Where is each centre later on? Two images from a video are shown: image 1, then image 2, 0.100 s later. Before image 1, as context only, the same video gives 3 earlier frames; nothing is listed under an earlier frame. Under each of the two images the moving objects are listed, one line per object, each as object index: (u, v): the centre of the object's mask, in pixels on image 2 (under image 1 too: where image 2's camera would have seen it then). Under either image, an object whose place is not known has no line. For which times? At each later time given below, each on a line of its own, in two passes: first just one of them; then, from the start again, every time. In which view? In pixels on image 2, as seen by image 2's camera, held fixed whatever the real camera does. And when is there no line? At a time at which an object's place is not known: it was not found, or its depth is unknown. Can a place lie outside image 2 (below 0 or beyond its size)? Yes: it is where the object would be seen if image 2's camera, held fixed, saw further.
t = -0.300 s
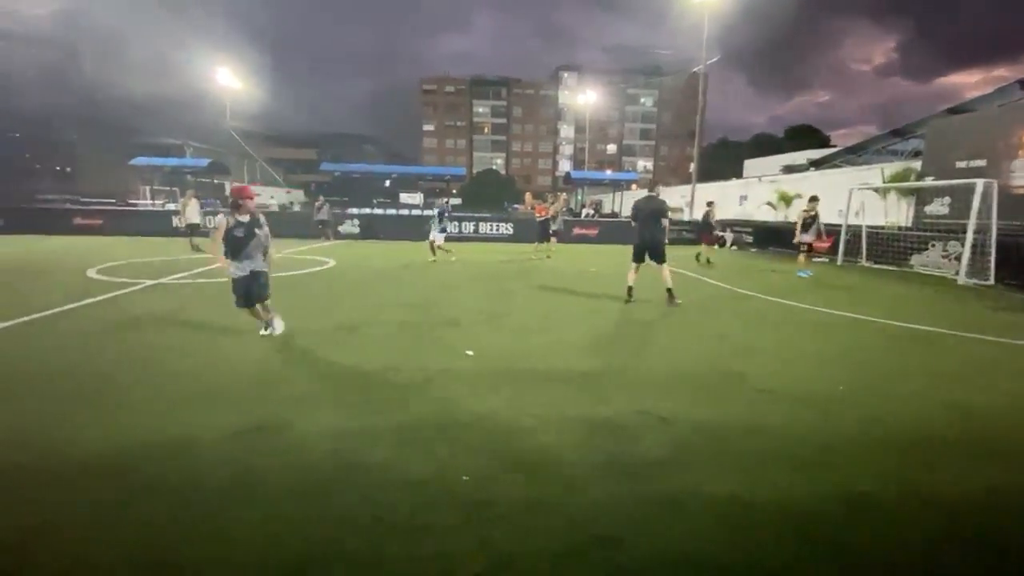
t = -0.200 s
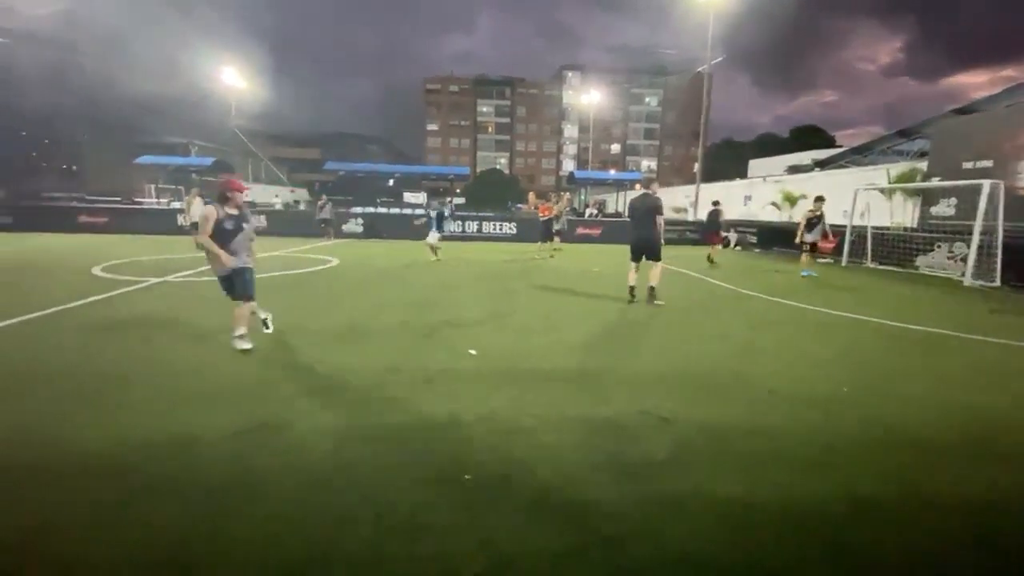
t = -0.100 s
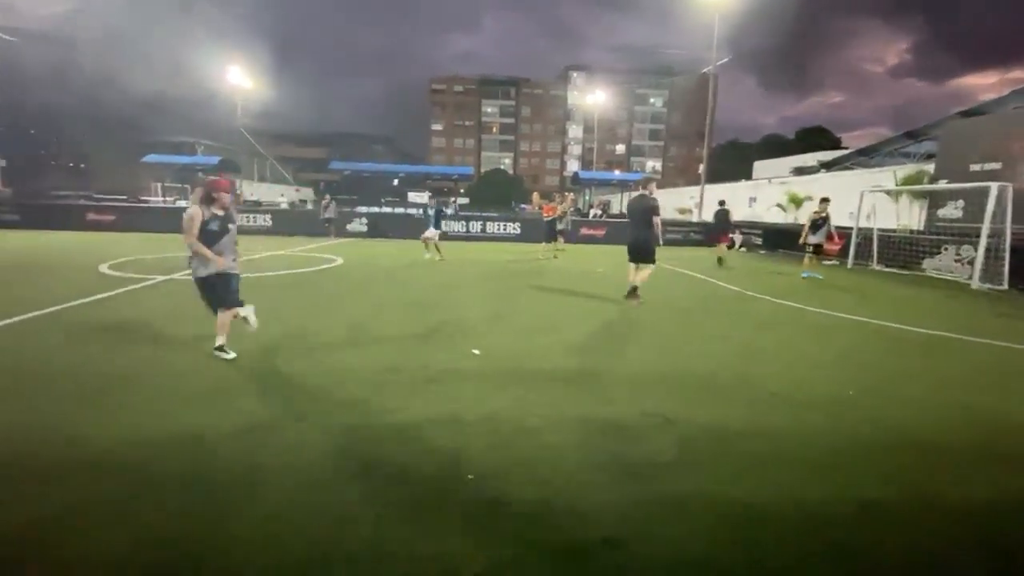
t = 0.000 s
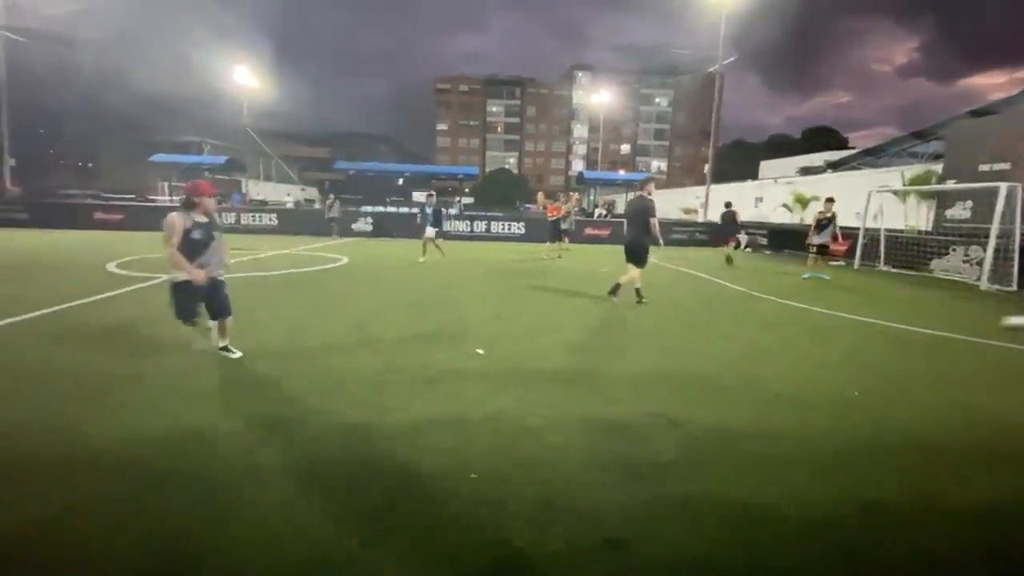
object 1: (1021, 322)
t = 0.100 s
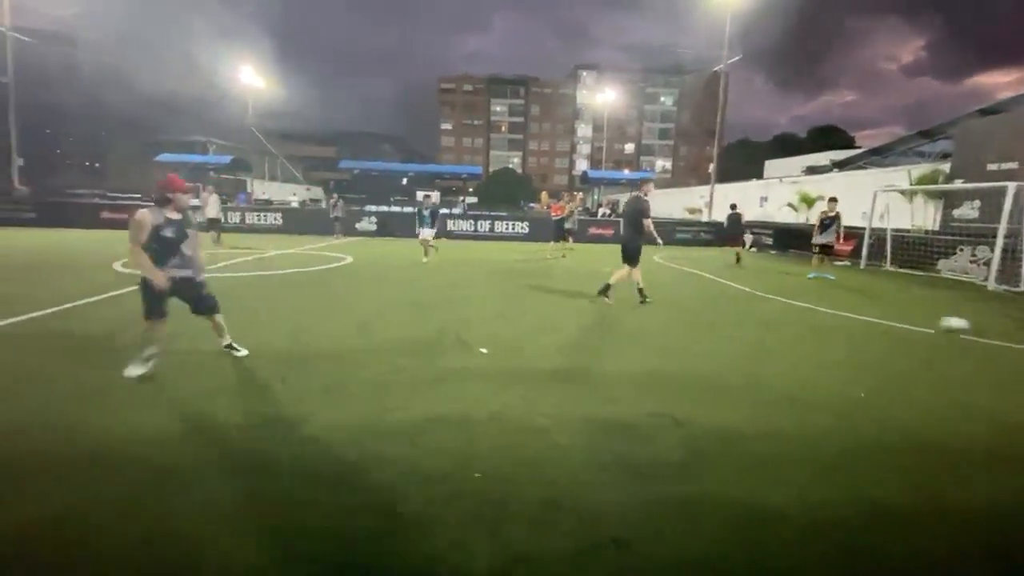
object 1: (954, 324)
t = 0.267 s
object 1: (823, 331)
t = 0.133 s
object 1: (930, 324)
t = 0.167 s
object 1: (904, 324)
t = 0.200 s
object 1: (881, 326)
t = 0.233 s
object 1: (852, 329)
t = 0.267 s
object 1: (823, 331)
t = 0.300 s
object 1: (799, 330)
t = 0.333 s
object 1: (772, 330)
